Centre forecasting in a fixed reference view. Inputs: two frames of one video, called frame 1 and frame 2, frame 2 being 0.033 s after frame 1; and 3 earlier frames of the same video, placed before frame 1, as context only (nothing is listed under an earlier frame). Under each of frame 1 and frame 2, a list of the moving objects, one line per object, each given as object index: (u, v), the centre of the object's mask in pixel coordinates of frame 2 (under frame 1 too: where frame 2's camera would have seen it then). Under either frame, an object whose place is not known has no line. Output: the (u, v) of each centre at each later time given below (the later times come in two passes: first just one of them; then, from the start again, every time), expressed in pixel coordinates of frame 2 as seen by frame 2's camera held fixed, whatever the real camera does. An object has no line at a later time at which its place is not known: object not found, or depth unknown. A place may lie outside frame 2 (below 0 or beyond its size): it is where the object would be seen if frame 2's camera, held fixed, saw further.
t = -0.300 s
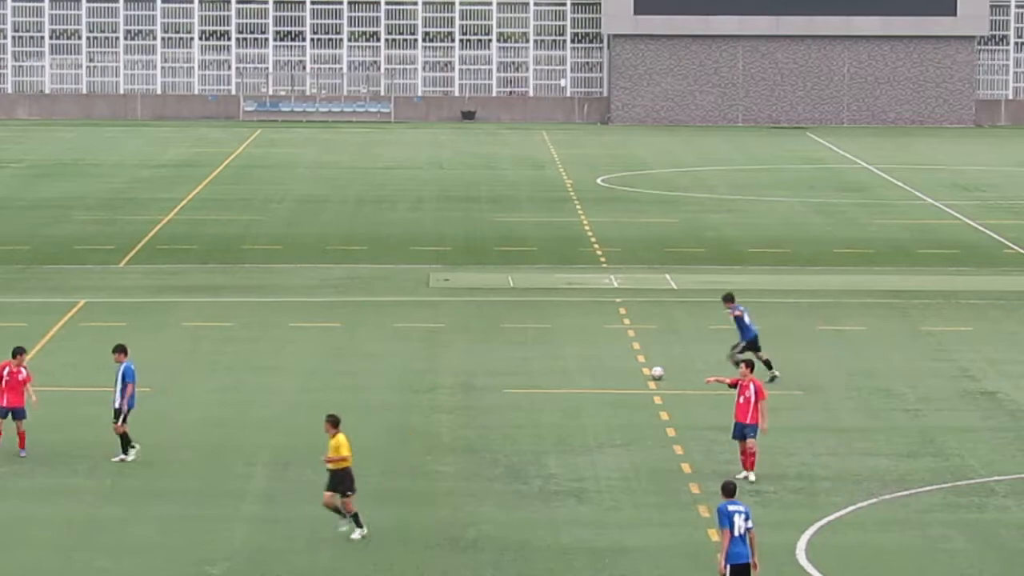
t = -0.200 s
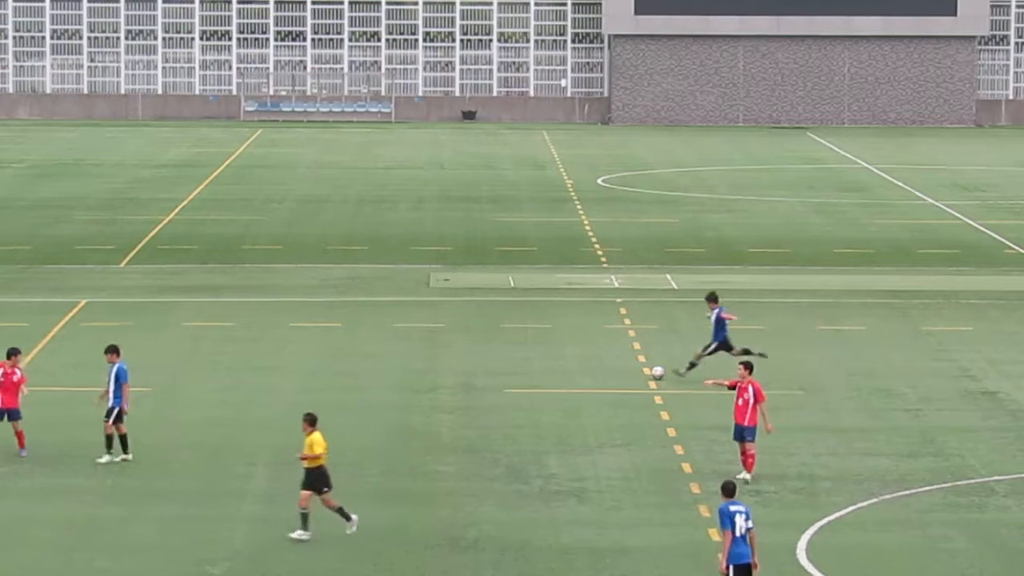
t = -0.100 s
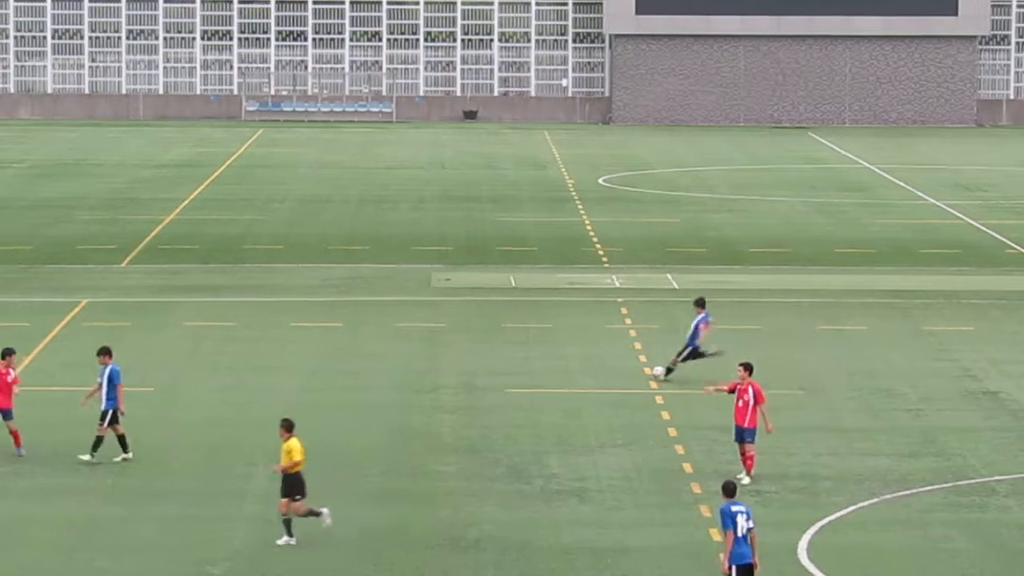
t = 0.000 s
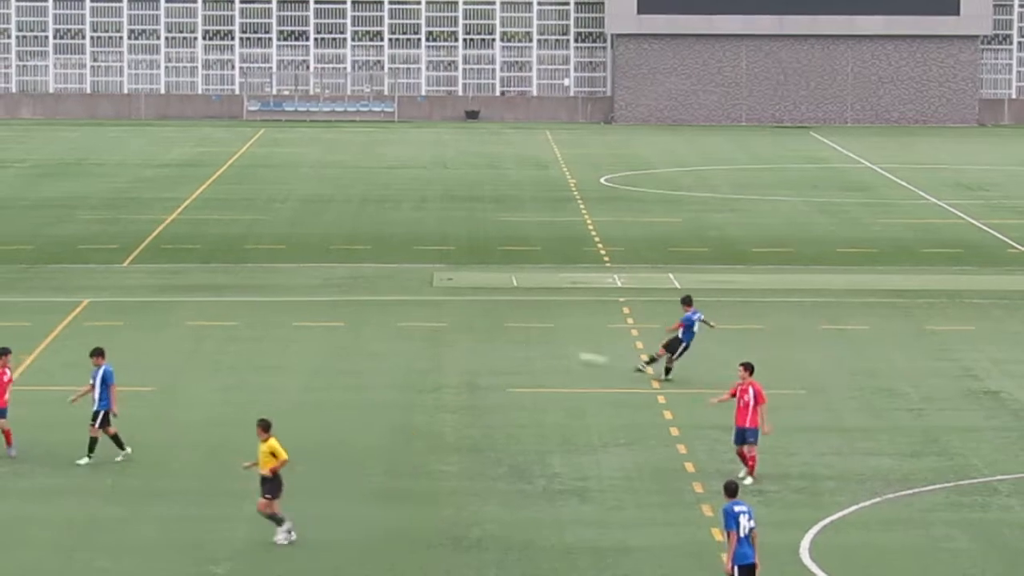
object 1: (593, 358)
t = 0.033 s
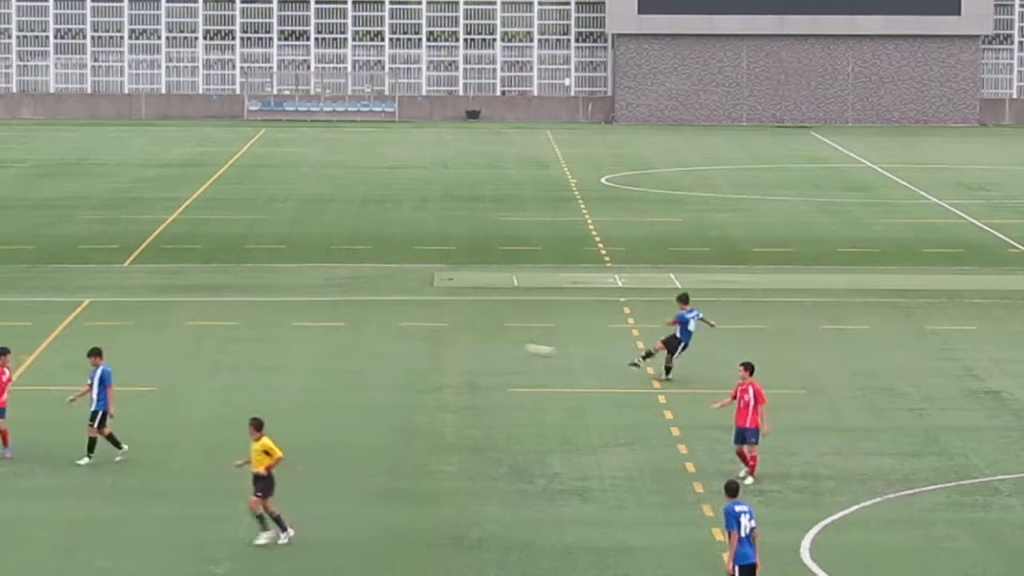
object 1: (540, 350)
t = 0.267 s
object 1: (173, 294)
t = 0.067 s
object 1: (485, 341)
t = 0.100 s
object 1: (432, 332)
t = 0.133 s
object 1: (379, 324)
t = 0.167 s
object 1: (327, 316)
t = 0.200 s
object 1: (274, 308)
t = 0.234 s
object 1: (224, 303)
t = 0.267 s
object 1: (173, 294)
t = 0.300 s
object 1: (123, 289)
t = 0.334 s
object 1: (71, 282)
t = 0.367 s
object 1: (21, 276)
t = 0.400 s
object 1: (-31, 269)
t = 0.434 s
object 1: (-83, 263)
